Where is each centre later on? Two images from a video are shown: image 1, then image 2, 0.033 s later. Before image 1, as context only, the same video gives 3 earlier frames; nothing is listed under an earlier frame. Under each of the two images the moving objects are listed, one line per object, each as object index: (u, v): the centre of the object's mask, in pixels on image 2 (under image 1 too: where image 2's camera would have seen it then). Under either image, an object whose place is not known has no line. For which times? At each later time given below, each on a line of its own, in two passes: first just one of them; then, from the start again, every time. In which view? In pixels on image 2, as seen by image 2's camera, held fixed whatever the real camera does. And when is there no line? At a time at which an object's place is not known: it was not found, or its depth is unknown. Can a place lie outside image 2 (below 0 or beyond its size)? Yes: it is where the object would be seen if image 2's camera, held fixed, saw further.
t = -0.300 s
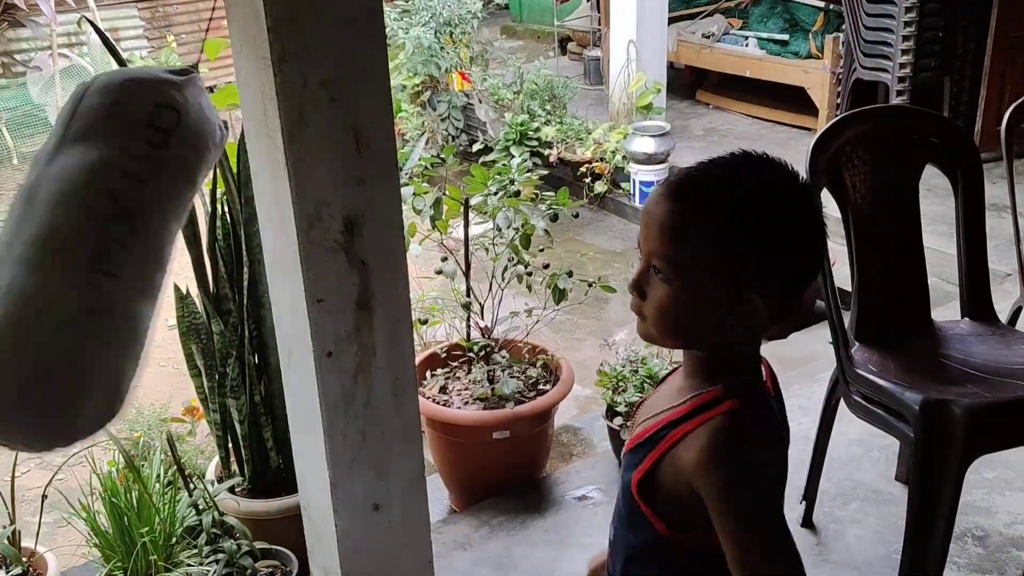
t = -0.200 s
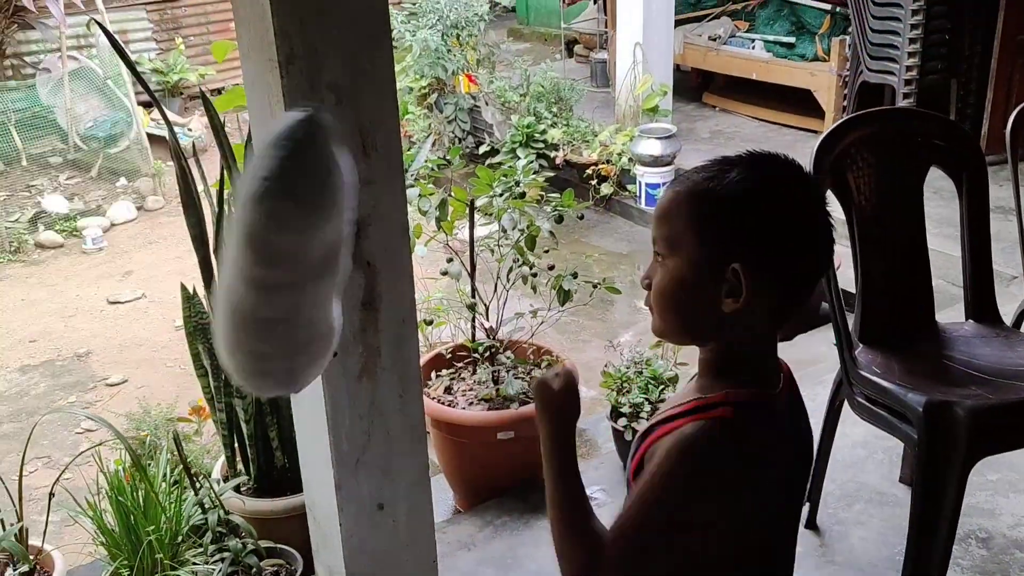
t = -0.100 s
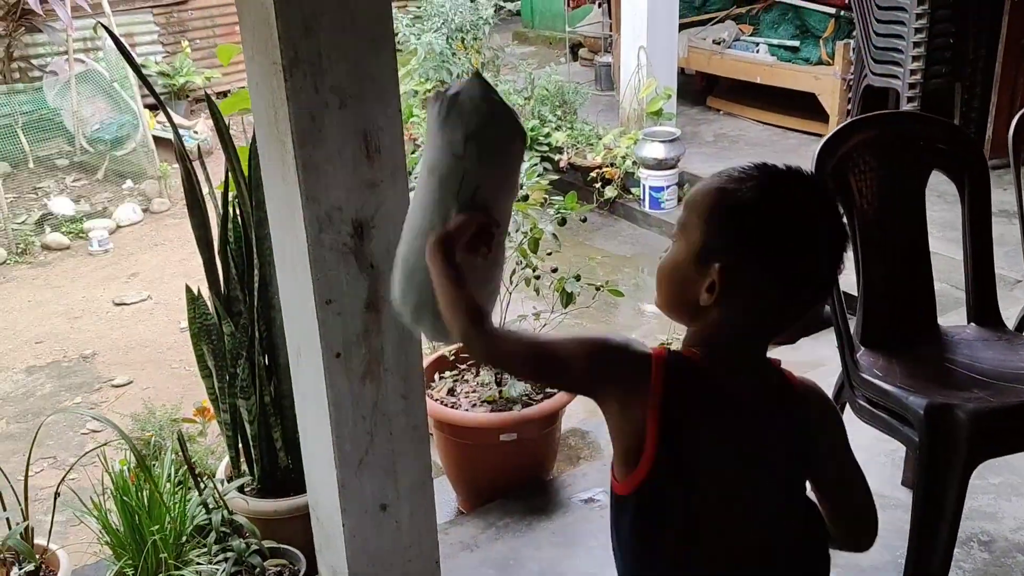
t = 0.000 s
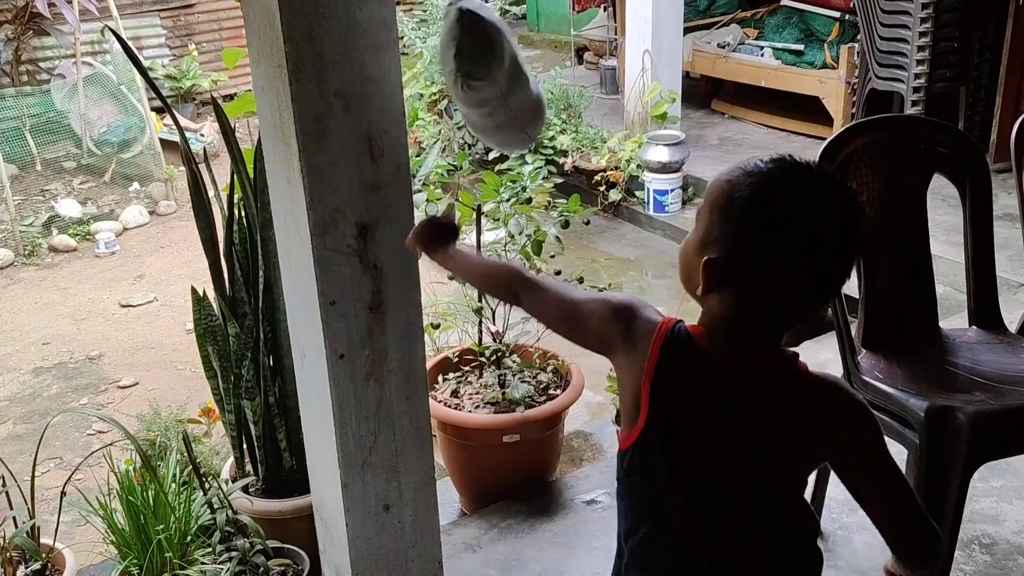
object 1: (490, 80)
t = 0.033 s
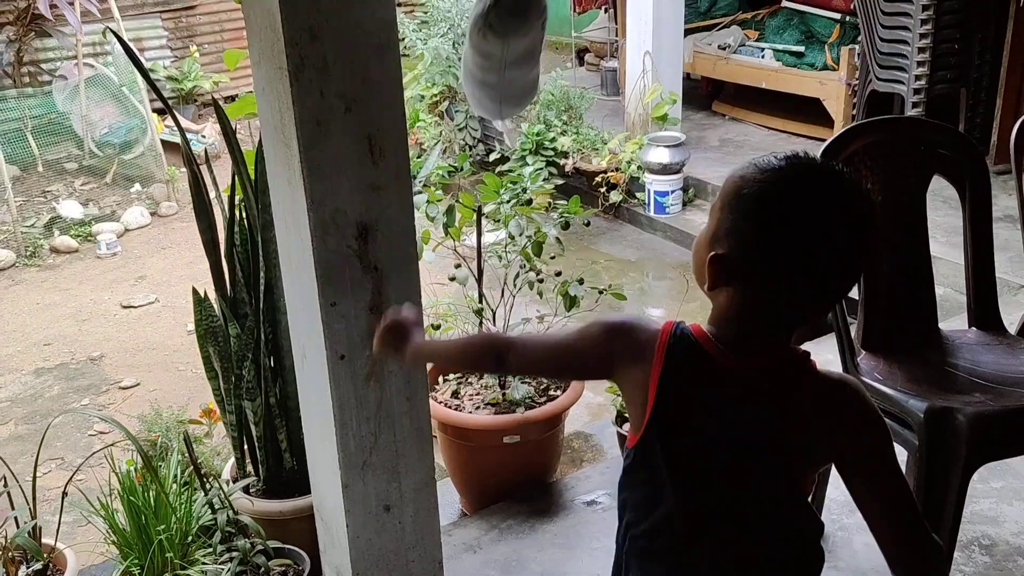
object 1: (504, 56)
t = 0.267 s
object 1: (551, 35)
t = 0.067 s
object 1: (506, 49)
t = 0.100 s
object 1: (508, 44)
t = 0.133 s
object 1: (520, 35)
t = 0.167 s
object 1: (537, 30)
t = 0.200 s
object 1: (546, 28)
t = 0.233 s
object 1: (553, 30)
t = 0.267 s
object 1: (551, 35)
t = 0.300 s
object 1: (553, 52)
